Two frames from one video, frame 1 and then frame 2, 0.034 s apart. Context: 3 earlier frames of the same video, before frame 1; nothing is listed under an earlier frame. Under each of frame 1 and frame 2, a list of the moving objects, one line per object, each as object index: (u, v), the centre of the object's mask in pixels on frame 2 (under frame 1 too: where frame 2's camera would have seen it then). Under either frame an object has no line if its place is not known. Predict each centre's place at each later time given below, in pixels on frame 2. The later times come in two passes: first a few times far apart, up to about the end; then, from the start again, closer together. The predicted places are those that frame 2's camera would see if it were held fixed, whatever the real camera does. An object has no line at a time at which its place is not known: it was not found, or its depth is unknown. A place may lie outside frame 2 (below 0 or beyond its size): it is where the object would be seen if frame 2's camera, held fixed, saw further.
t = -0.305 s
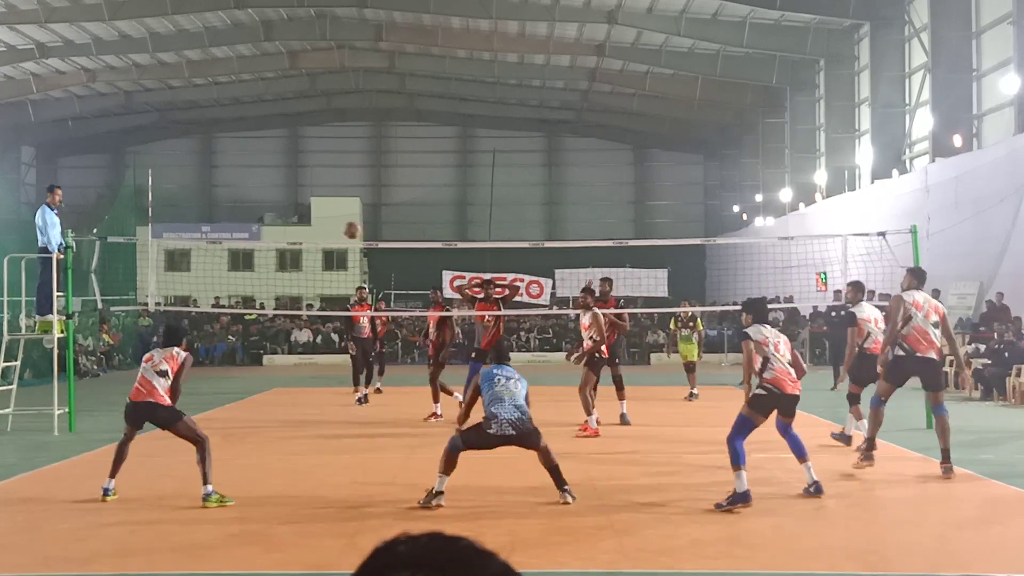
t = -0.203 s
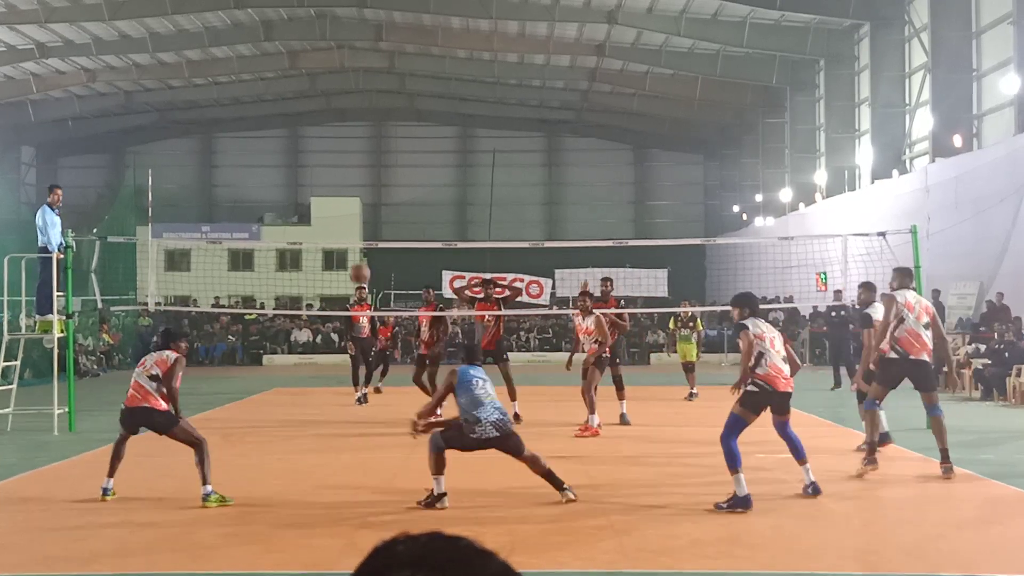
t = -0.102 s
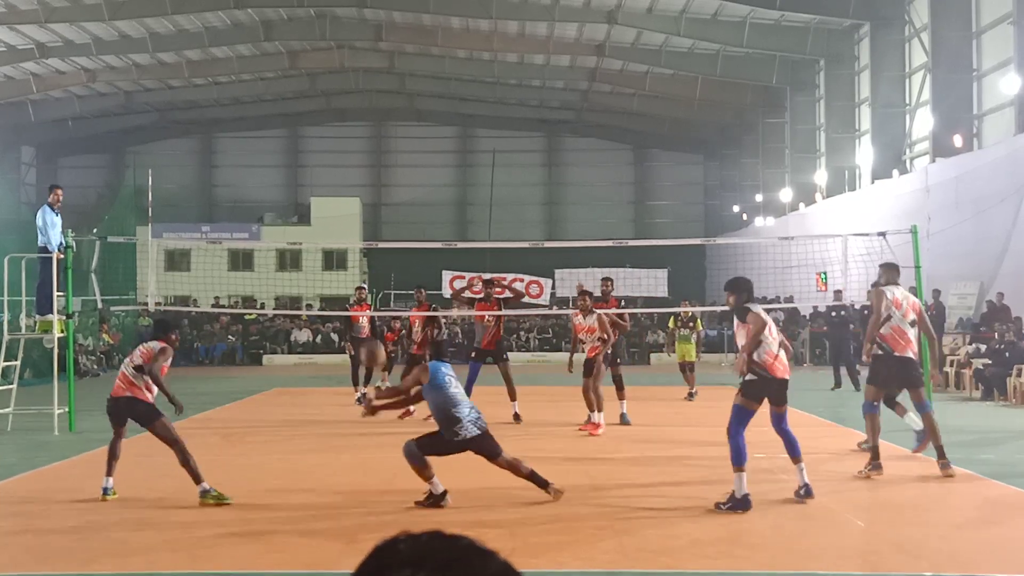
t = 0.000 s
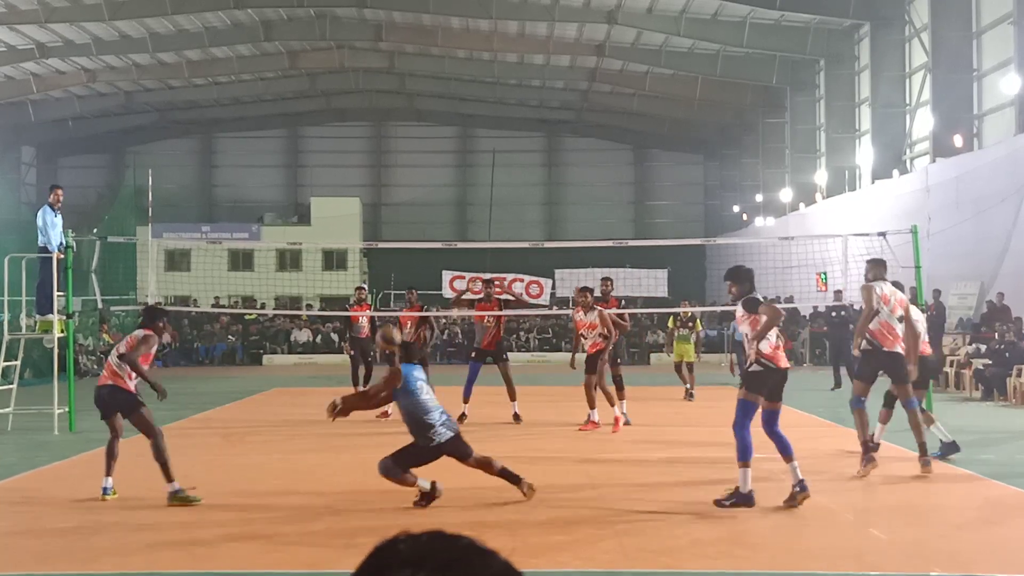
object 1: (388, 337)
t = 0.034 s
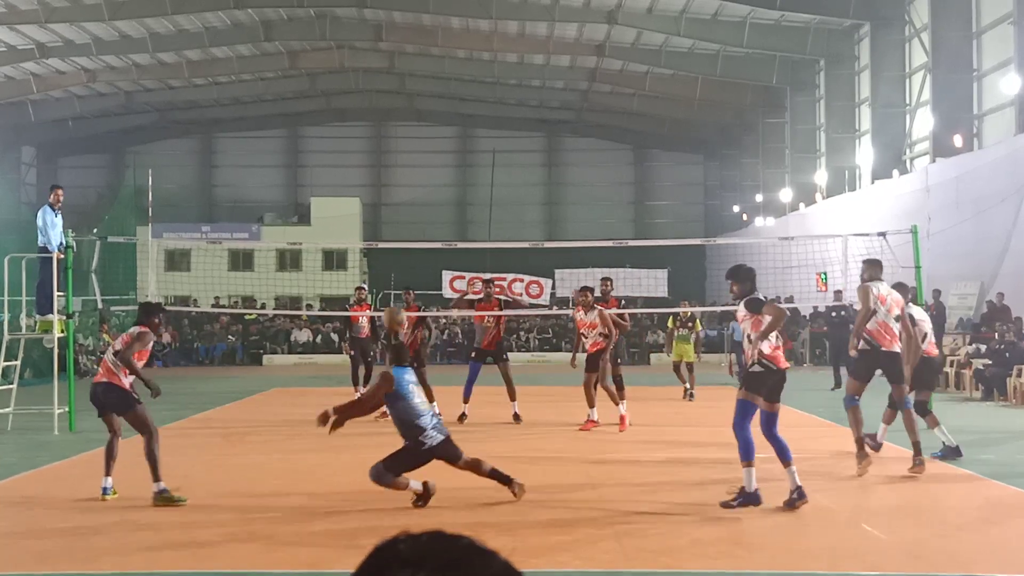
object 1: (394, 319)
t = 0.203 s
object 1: (418, 251)
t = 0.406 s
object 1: (447, 218)
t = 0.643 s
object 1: (477, 230)
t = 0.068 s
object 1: (399, 301)
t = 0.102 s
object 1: (404, 287)
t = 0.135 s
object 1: (409, 273)
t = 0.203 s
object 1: (418, 251)
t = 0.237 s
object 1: (424, 243)
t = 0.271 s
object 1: (429, 234)
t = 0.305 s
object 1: (433, 229)
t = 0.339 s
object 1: (438, 224)
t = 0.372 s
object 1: (443, 221)
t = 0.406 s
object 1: (447, 218)
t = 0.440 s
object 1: (451, 217)
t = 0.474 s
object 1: (456, 217)
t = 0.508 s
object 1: (460, 218)
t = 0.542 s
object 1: (465, 219)
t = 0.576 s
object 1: (469, 222)
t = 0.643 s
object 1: (477, 230)
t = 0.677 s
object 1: (482, 235)
